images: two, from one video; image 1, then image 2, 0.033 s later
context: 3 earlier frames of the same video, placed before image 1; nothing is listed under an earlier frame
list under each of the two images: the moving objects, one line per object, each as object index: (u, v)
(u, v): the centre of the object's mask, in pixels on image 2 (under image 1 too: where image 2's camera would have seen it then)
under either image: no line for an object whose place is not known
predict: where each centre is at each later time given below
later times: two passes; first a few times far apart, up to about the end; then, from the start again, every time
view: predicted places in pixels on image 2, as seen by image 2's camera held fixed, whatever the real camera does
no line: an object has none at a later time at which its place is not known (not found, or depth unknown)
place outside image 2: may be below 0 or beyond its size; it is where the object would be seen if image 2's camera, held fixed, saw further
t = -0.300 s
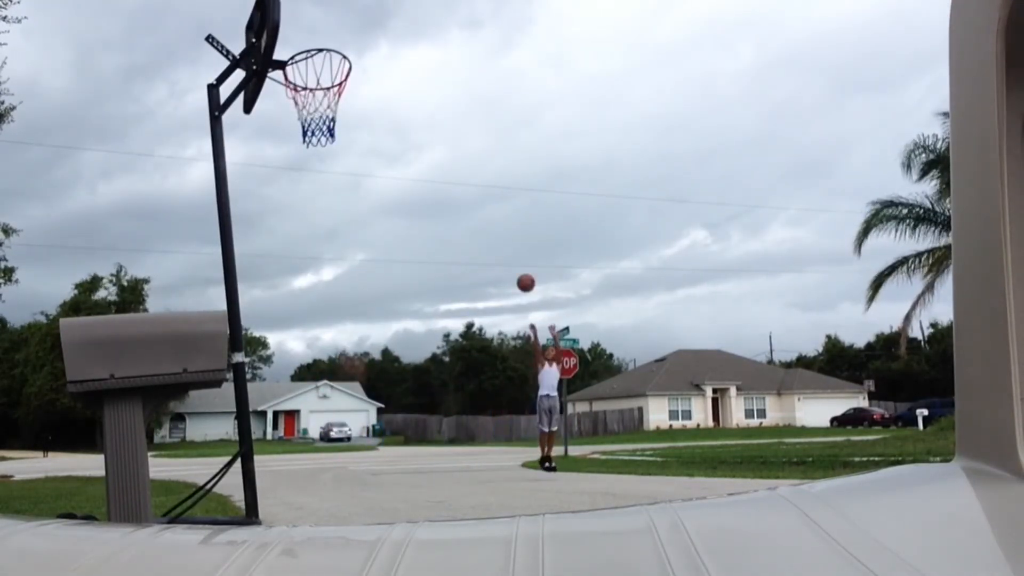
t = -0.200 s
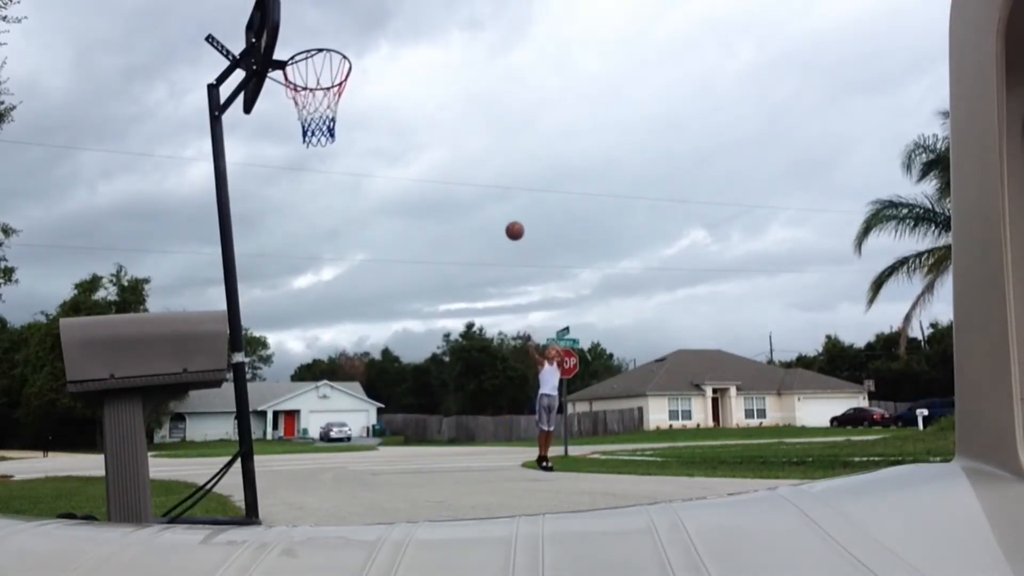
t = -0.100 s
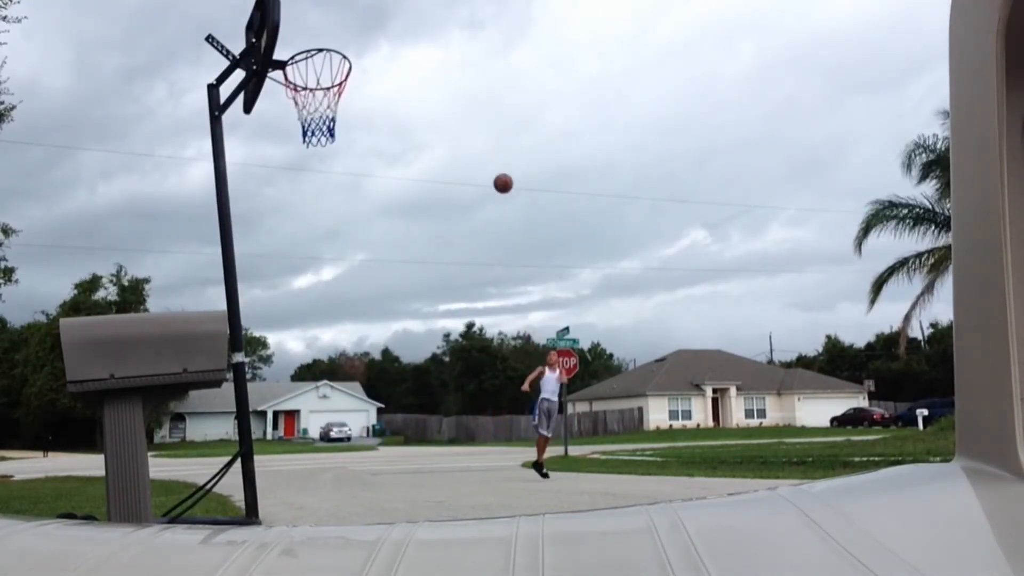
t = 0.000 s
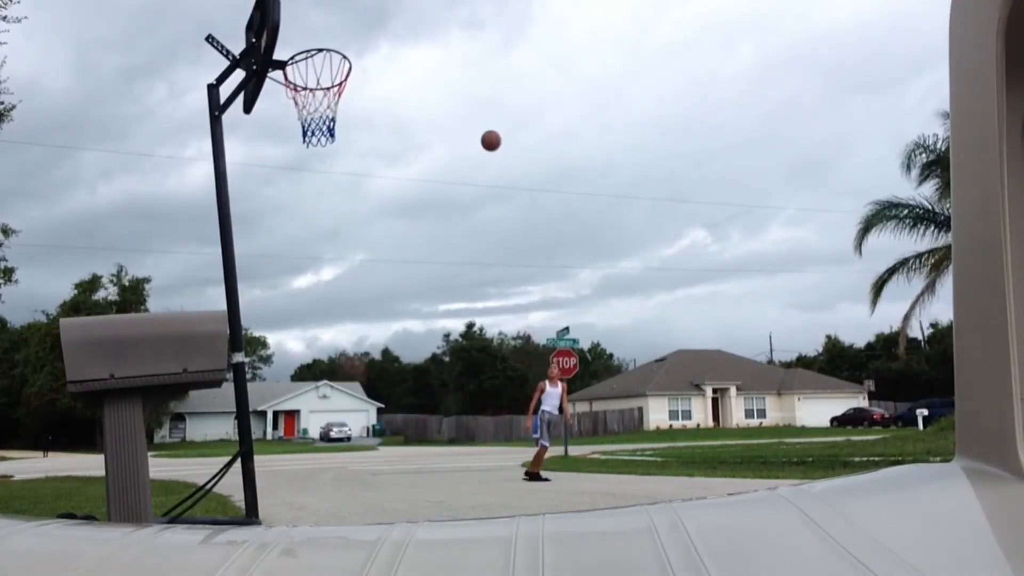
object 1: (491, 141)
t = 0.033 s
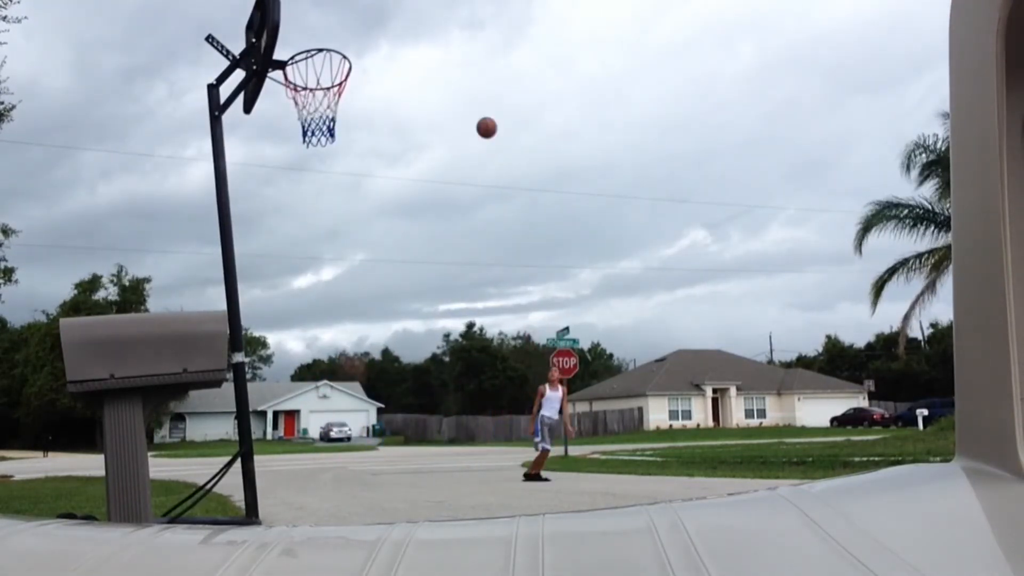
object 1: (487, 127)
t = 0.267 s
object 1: (452, 55)
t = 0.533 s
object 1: (401, 20)
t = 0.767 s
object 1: (340, 54)
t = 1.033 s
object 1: (284, 115)
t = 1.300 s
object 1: (246, 234)
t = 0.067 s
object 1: (482, 115)
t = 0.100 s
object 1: (478, 103)
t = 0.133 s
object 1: (473, 92)
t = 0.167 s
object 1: (468, 81)
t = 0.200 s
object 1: (463, 72)
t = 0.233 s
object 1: (458, 63)
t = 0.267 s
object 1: (452, 55)
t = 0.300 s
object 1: (447, 47)
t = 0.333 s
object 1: (441, 40)
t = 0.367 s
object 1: (435, 35)
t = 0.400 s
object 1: (429, 30)
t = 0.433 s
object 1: (422, 26)
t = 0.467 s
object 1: (416, 23)
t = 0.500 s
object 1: (408, 21)
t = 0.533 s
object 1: (401, 20)
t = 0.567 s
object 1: (393, 21)
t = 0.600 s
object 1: (386, 22)
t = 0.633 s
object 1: (377, 26)
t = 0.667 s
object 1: (369, 30)
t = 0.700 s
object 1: (359, 36)
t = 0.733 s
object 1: (350, 44)
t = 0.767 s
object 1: (340, 54)
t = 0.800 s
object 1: (329, 66)
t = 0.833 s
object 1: (318, 79)
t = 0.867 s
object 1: (306, 94)
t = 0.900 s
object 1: (299, 98)
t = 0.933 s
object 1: (296, 100)
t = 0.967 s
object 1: (292, 103)
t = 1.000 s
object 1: (288, 108)
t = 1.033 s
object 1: (284, 115)
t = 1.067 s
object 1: (280, 124)
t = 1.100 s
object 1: (275, 134)
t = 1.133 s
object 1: (271, 146)
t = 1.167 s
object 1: (266, 159)
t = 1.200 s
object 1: (261, 175)
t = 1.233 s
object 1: (256, 192)
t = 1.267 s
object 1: (252, 212)
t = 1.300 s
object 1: (246, 234)
